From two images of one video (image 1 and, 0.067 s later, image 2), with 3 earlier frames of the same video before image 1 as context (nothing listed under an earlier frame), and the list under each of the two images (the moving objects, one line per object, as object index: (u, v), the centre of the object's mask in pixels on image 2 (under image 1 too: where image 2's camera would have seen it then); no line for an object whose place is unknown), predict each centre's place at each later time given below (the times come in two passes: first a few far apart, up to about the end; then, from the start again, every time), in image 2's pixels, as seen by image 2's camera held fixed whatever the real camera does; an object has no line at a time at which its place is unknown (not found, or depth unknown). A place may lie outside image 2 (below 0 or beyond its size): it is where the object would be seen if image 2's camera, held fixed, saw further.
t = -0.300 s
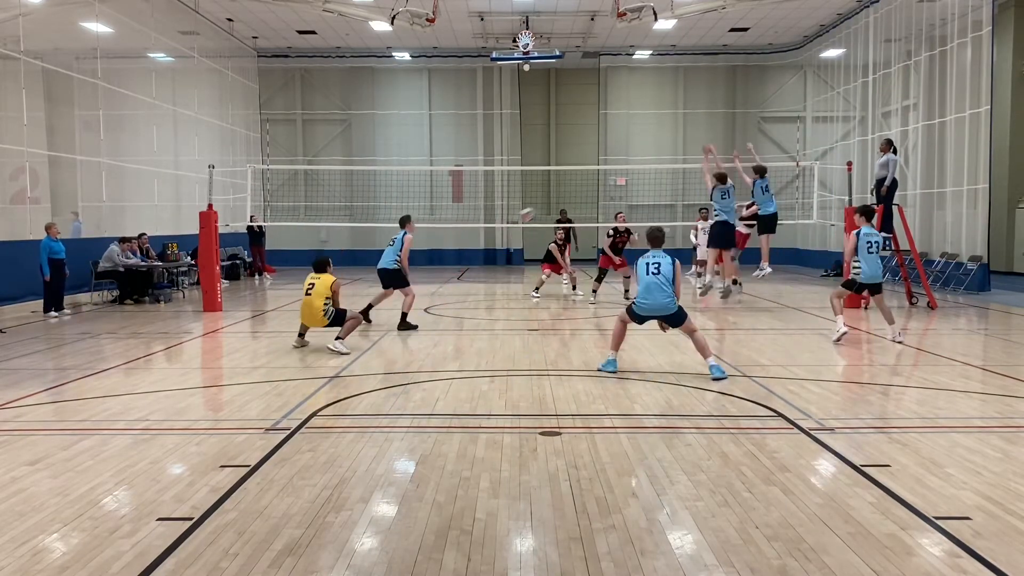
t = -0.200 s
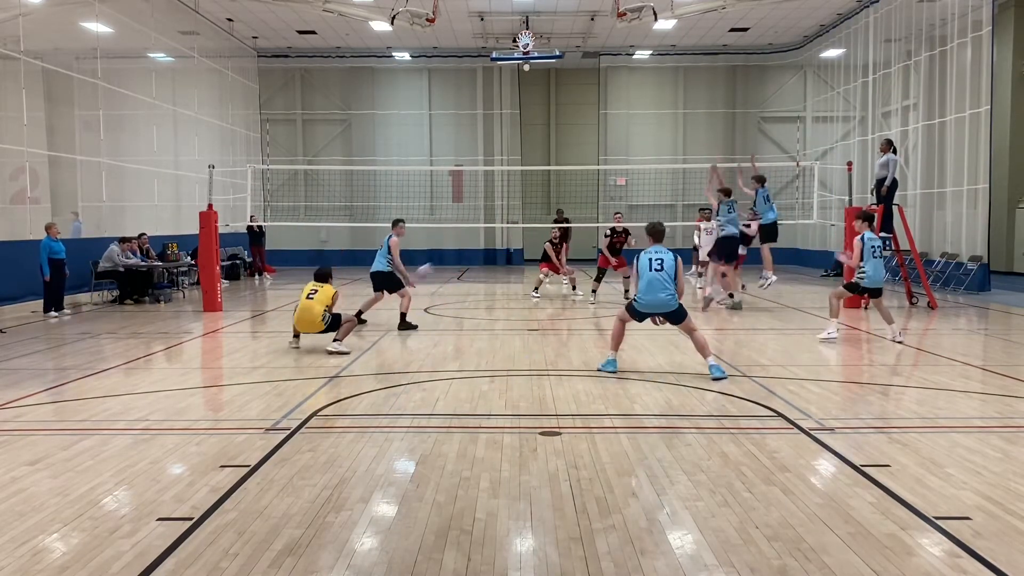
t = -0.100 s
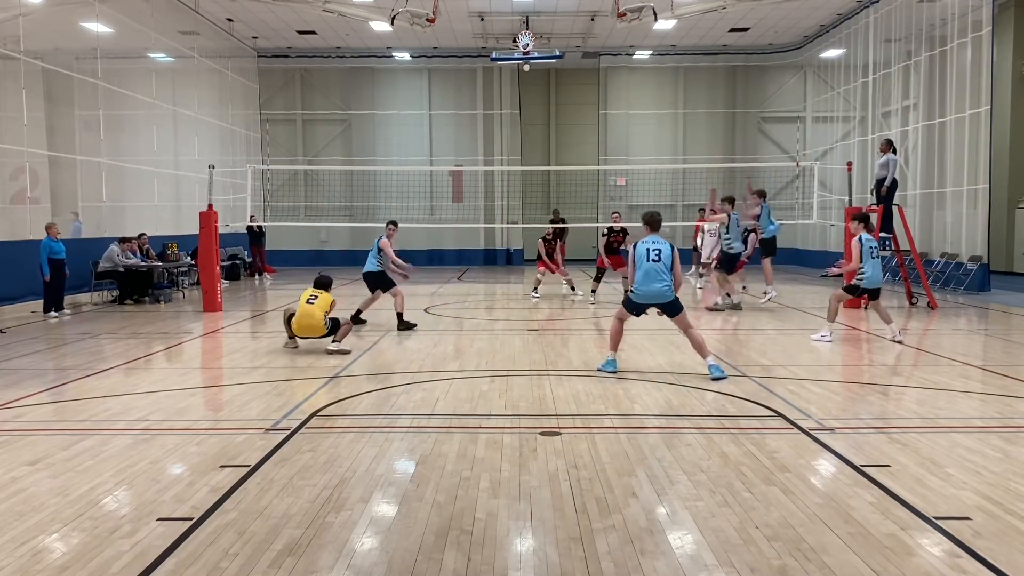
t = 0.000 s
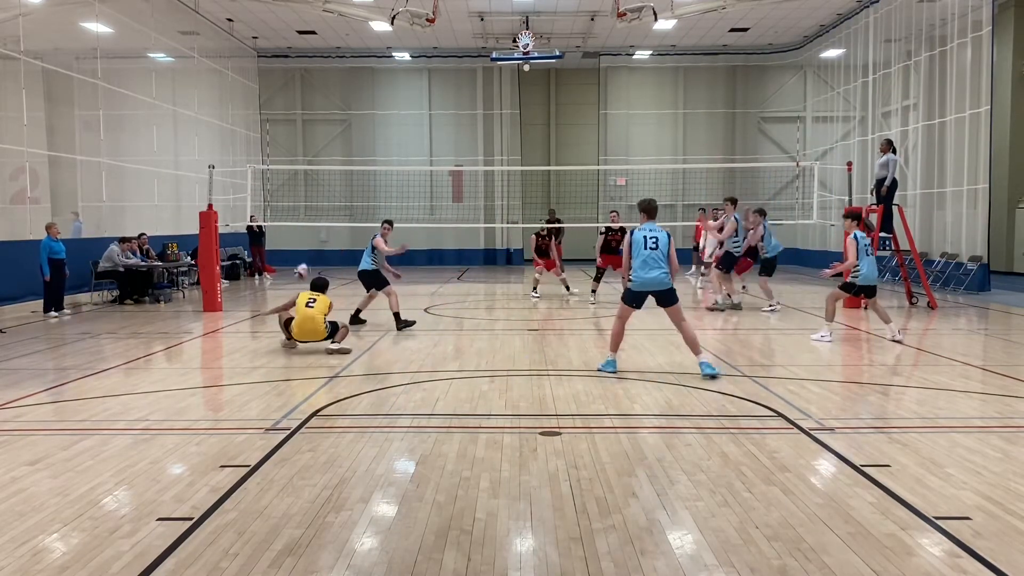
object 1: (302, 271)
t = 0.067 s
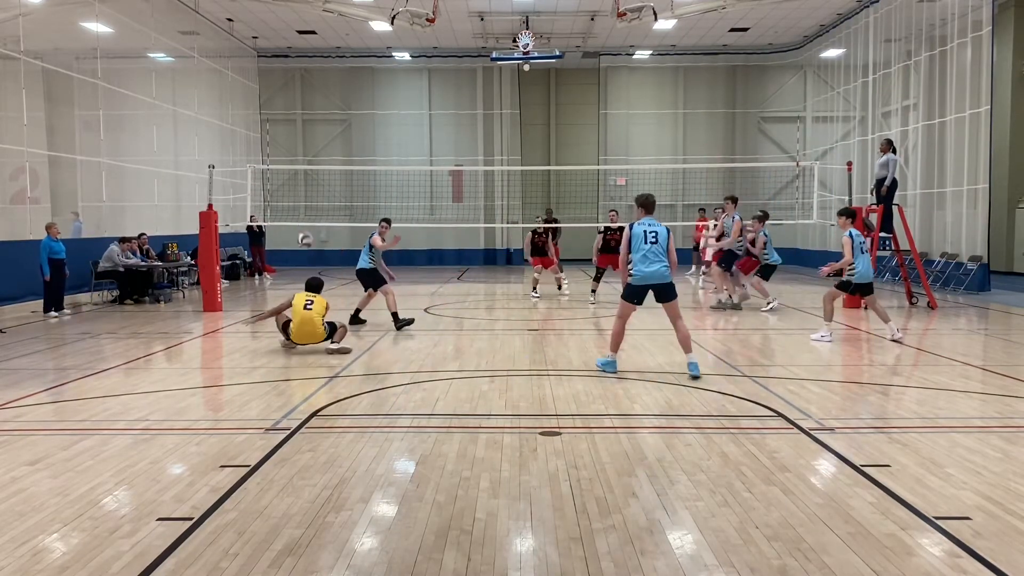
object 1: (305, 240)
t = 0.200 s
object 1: (309, 189)
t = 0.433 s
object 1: (315, 137)
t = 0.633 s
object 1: (319, 126)
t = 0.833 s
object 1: (325, 142)
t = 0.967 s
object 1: (327, 166)
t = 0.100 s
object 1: (306, 226)
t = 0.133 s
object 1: (307, 213)
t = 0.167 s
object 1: (309, 201)
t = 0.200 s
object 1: (309, 189)
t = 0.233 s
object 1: (310, 179)
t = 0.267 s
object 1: (312, 170)
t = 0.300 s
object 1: (312, 161)
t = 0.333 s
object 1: (313, 154)
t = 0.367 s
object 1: (313, 148)
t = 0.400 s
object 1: (315, 142)
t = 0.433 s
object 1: (315, 137)
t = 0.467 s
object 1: (316, 133)
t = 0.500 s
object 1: (317, 130)
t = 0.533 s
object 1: (317, 128)
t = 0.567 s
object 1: (318, 127)
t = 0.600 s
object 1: (319, 126)
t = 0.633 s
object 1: (319, 126)
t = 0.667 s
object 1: (320, 127)
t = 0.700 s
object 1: (321, 128)
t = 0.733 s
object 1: (322, 131)
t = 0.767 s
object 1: (322, 134)
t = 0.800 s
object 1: (323, 138)
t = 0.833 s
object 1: (325, 142)
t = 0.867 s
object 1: (325, 147)
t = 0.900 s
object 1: (326, 153)
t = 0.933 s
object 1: (328, 160)
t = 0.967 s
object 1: (327, 166)
